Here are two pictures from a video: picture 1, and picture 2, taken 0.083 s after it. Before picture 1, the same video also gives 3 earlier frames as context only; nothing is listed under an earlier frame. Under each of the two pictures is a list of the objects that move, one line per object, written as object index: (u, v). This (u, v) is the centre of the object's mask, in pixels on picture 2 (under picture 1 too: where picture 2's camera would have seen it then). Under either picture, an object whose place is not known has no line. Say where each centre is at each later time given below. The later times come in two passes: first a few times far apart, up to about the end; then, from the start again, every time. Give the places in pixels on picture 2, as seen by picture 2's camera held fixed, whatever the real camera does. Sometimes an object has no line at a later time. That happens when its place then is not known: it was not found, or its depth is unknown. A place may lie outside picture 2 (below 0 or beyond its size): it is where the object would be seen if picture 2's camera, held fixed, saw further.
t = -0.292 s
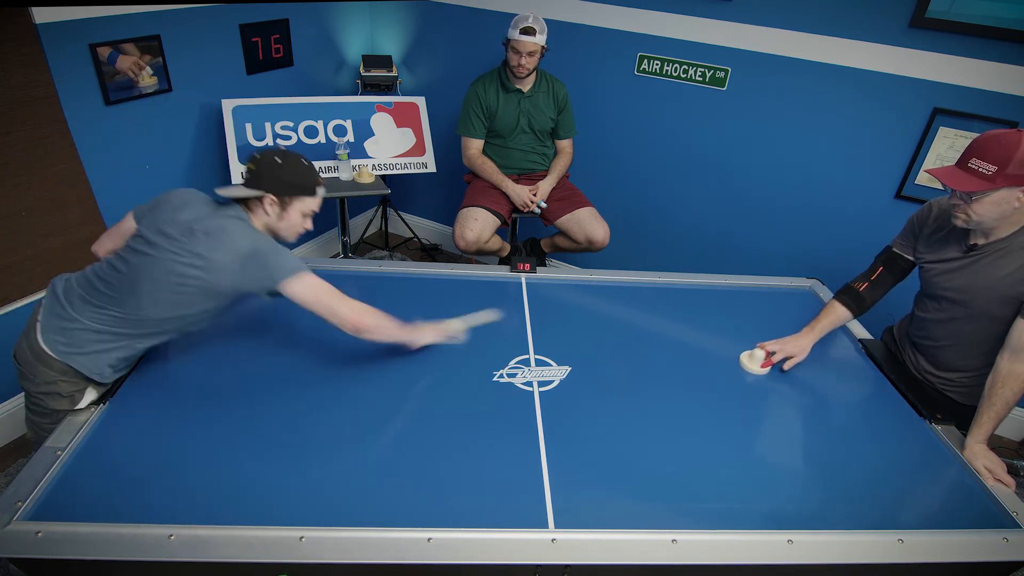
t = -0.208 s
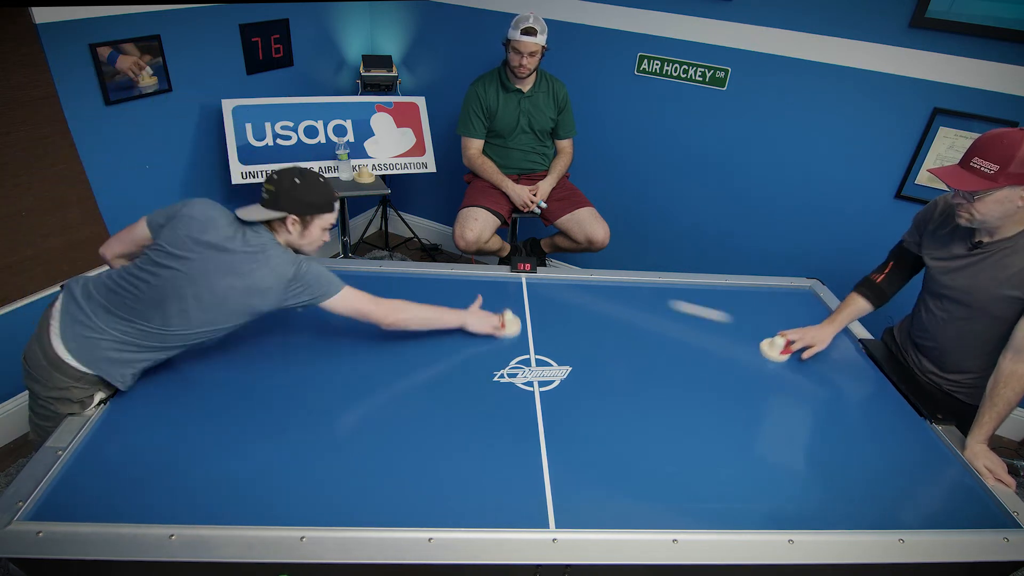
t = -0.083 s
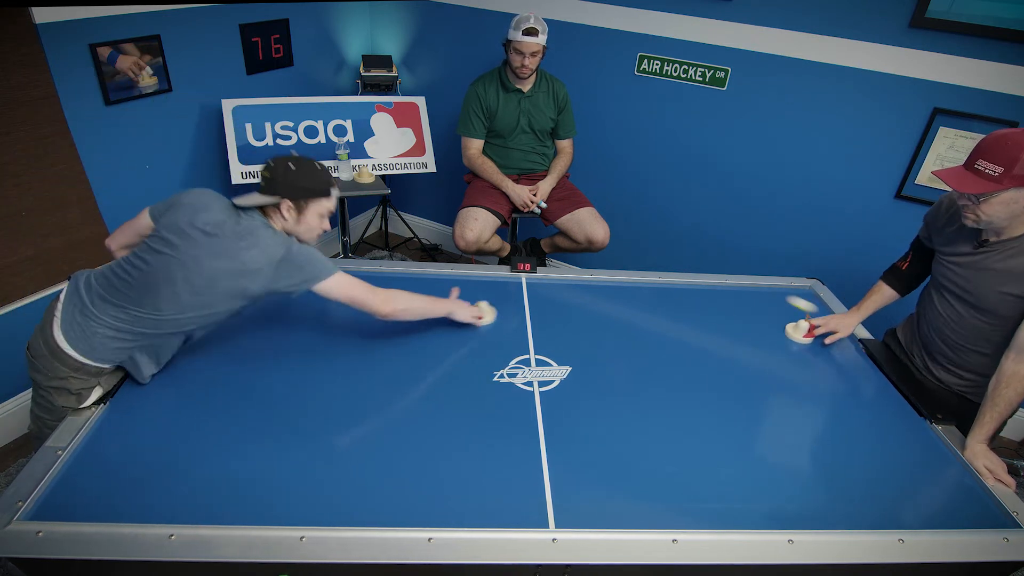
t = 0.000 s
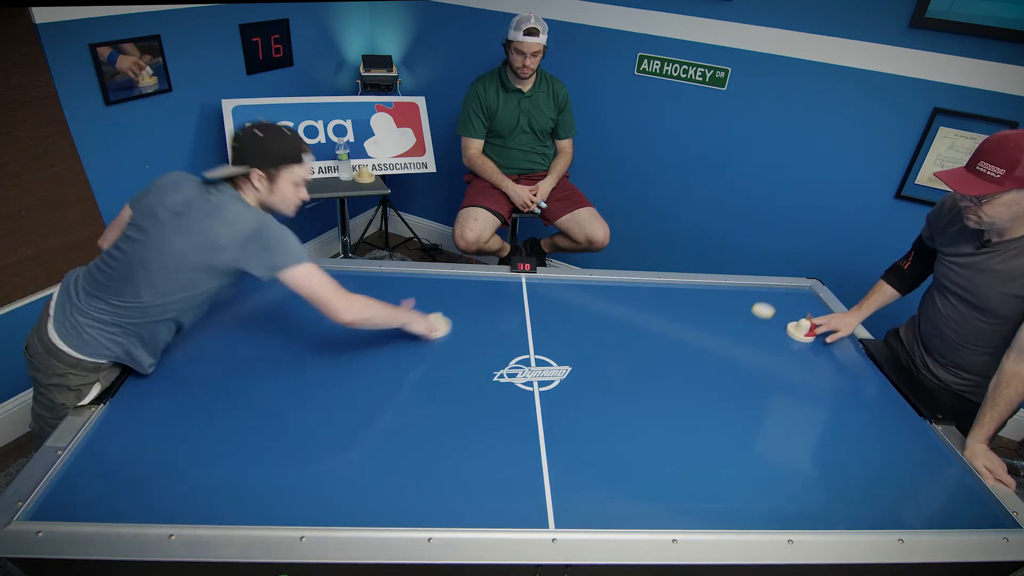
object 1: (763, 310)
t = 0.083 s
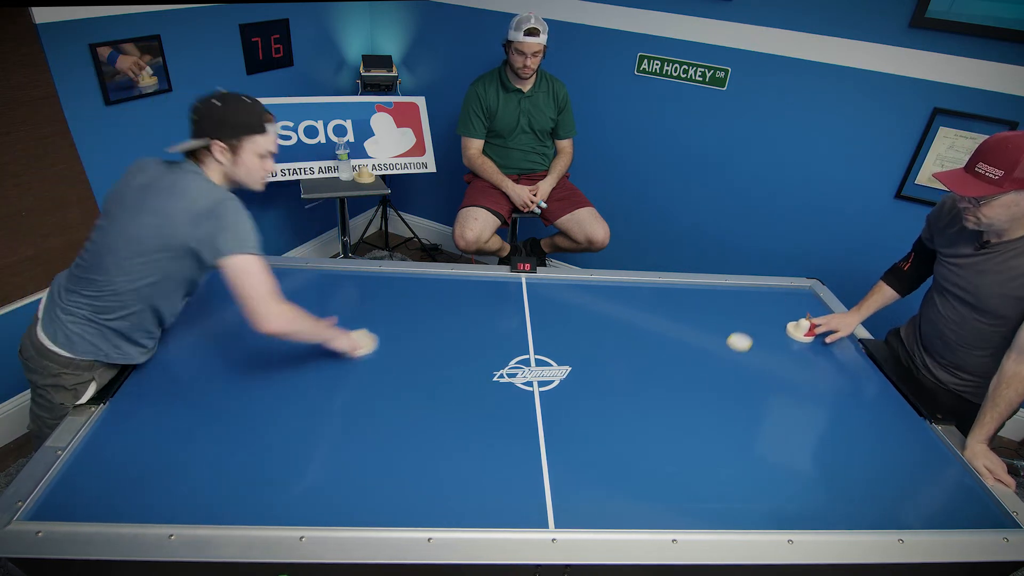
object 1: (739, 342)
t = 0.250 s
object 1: (676, 425)
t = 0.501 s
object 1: (518, 440)
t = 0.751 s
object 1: (393, 327)
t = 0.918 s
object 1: (333, 276)
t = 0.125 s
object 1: (726, 360)
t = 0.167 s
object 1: (711, 380)
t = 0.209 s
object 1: (694, 401)
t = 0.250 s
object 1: (676, 425)
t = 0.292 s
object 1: (656, 452)
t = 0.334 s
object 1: (633, 482)
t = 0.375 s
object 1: (607, 513)
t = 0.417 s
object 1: (575, 491)
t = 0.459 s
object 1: (545, 465)
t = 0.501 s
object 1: (518, 440)
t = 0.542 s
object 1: (493, 418)
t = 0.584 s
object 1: (470, 397)
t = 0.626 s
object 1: (449, 378)
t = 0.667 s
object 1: (429, 359)
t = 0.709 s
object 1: (410, 343)
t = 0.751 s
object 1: (393, 327)
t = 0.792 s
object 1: (377, 312)
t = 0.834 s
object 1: (362, 298)
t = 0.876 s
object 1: (348, 285)
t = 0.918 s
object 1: (333, 276)
